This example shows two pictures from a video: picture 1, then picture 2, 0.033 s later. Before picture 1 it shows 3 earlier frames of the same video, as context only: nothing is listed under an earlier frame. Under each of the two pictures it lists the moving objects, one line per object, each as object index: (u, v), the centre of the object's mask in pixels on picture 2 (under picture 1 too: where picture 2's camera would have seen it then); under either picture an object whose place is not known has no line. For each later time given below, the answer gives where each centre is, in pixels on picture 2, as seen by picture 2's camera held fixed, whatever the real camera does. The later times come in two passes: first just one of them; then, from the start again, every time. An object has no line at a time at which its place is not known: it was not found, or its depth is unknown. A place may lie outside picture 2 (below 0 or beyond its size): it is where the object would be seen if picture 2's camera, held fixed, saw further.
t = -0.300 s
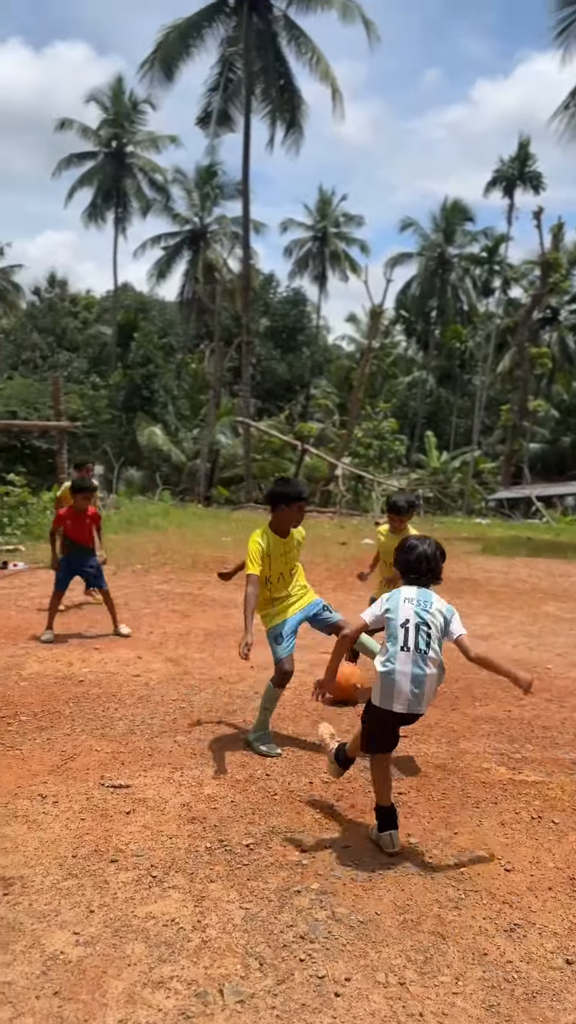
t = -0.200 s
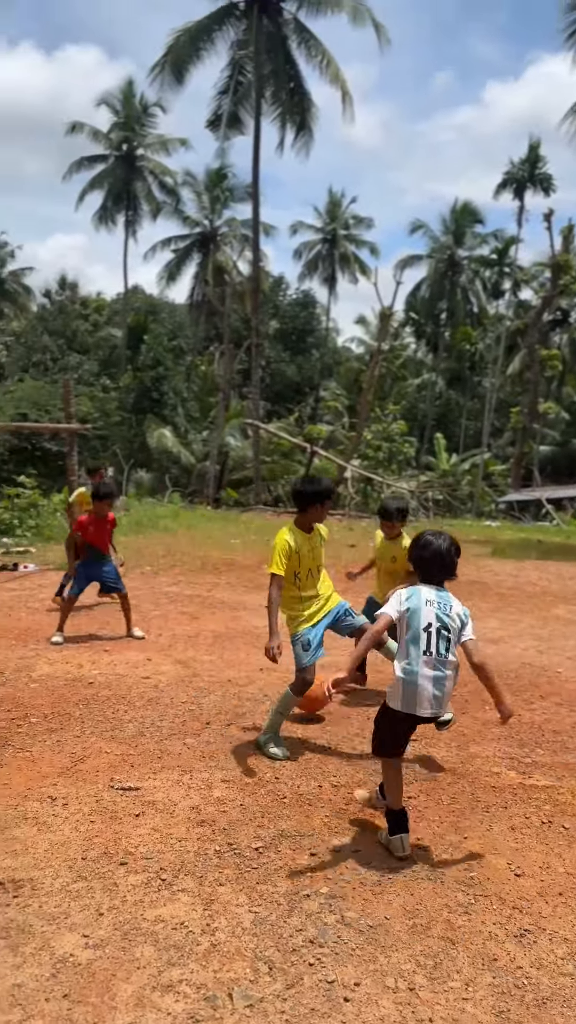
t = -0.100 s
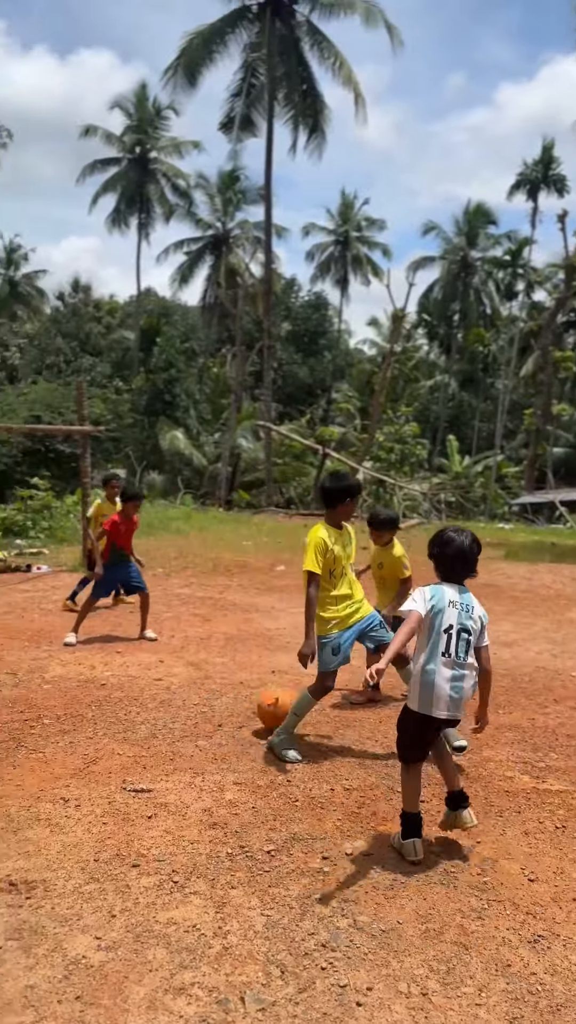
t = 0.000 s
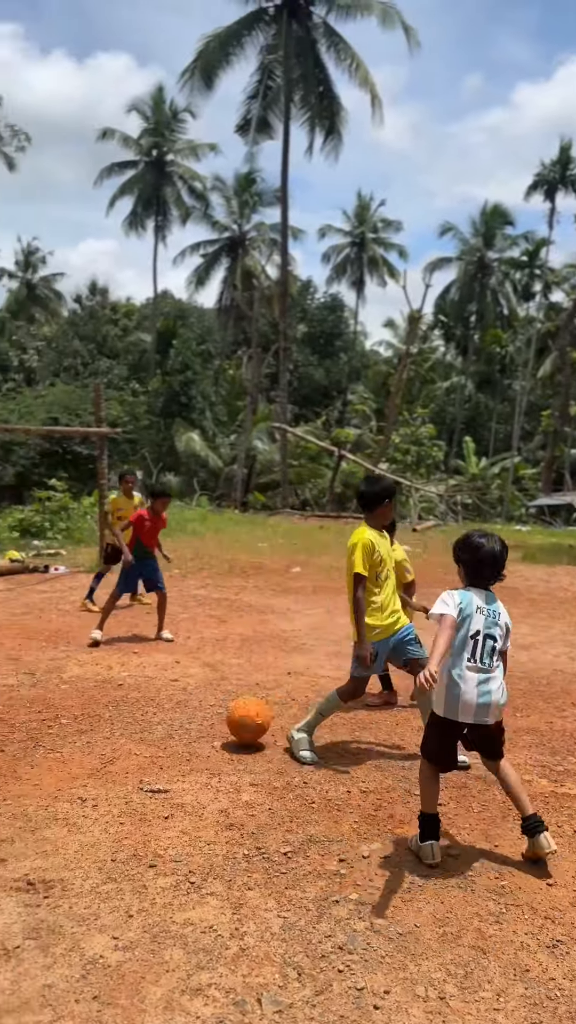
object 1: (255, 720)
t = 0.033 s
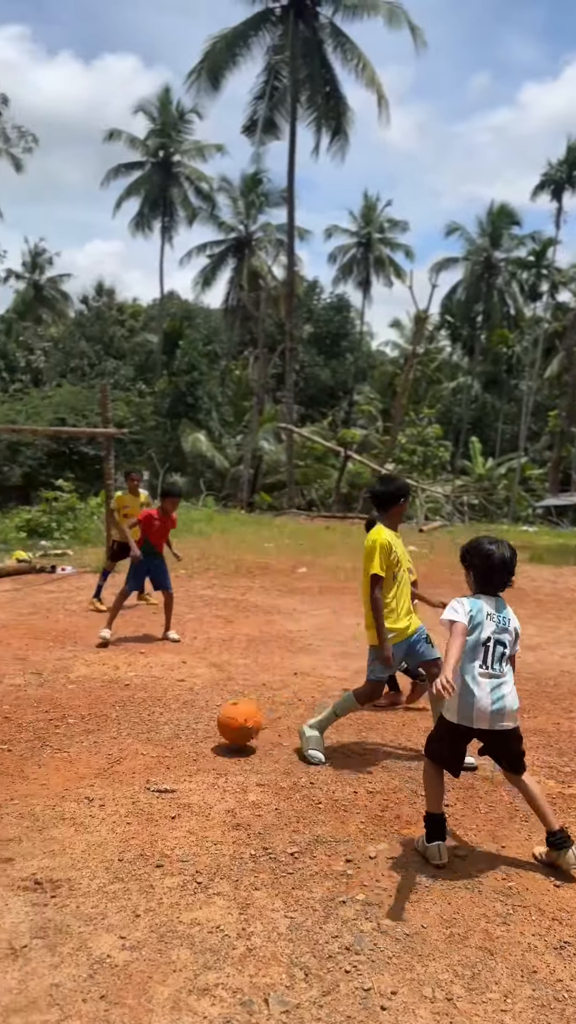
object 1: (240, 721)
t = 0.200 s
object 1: (159, 734)
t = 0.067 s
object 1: (224, 725)
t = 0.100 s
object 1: (206, 732)
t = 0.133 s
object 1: (190, 736)
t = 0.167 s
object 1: (174, 735)
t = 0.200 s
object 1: (159, 734)
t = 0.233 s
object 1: (142, 739)
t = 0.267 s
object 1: (126, 744)
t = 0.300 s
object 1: (109, 752)
